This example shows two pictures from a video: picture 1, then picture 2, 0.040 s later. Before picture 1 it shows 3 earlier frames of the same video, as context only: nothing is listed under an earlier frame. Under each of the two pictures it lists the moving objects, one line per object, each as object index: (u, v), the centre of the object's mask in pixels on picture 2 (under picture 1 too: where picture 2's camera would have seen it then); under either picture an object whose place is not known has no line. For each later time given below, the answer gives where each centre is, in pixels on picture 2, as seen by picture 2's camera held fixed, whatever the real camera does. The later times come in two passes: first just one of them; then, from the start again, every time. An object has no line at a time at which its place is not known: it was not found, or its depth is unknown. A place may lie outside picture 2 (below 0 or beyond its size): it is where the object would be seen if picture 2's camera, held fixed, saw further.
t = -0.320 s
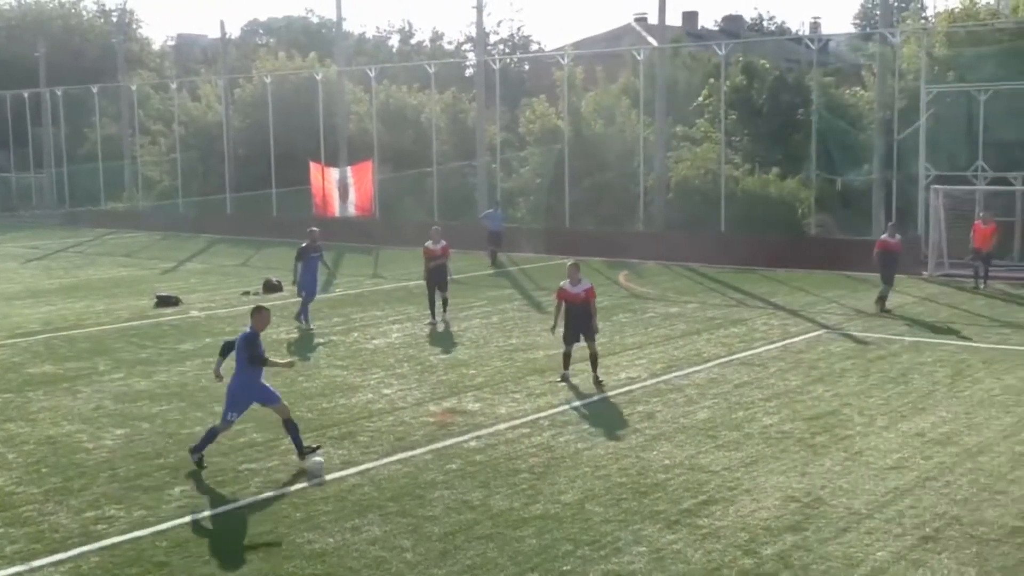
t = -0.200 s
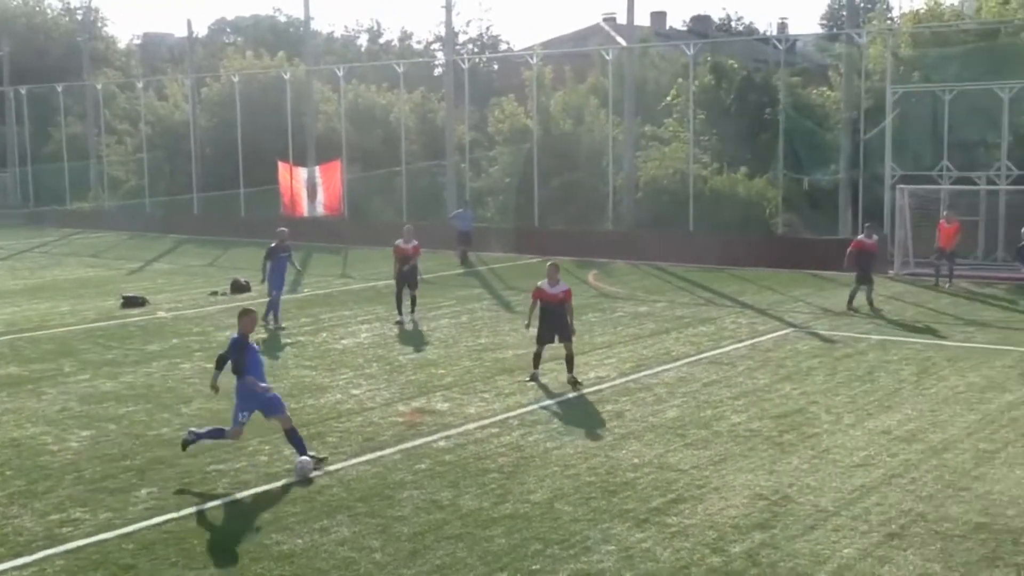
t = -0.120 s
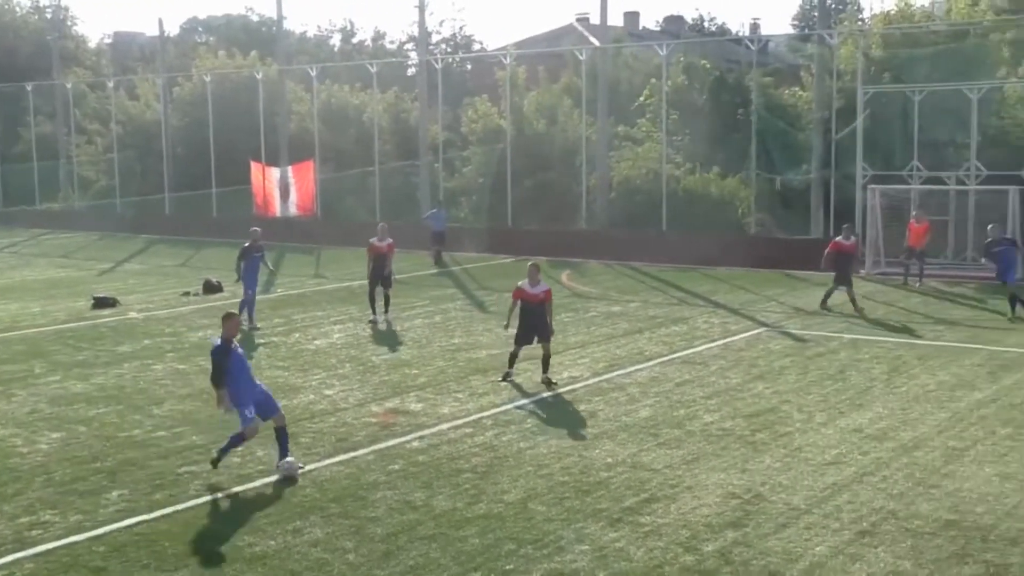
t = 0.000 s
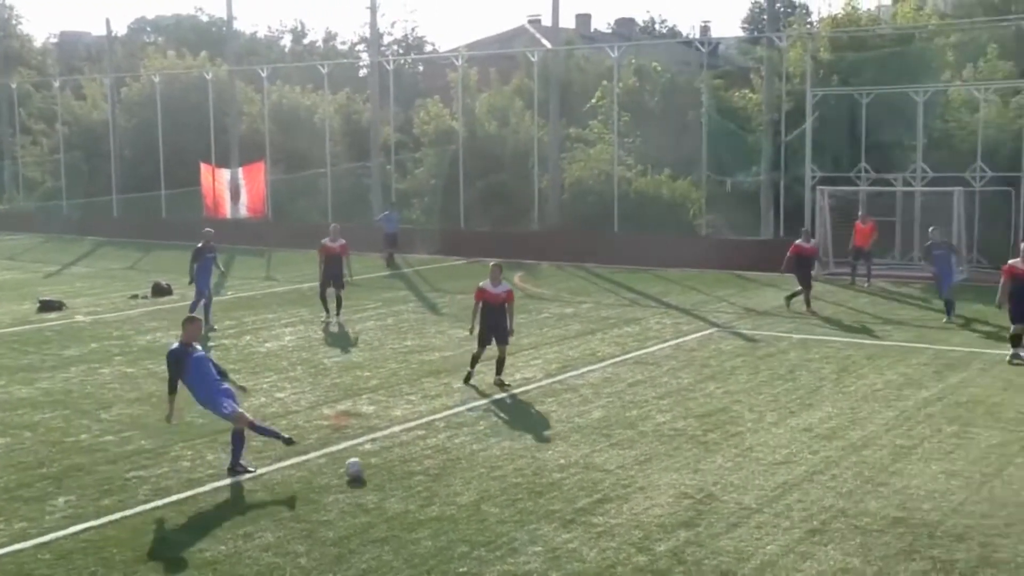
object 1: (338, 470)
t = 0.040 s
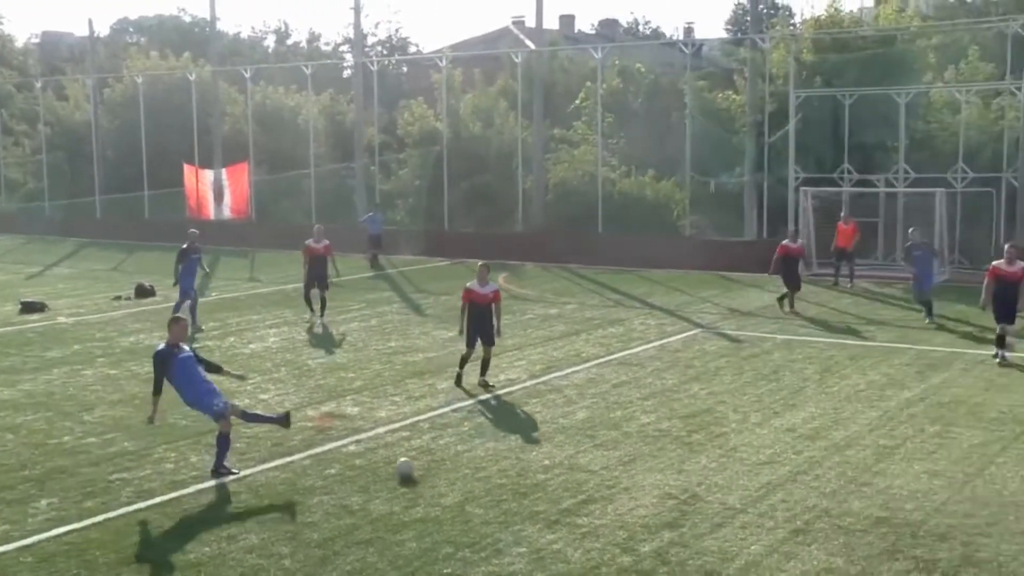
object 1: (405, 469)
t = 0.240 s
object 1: (703, 459)
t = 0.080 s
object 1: (468, 466)
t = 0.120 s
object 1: (532, 465)
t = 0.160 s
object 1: (588, 461)
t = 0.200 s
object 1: (646, 459)
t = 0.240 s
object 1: (703, 459)
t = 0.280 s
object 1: (754, 456)
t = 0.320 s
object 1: (804, 452)
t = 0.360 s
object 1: (852, 449)
